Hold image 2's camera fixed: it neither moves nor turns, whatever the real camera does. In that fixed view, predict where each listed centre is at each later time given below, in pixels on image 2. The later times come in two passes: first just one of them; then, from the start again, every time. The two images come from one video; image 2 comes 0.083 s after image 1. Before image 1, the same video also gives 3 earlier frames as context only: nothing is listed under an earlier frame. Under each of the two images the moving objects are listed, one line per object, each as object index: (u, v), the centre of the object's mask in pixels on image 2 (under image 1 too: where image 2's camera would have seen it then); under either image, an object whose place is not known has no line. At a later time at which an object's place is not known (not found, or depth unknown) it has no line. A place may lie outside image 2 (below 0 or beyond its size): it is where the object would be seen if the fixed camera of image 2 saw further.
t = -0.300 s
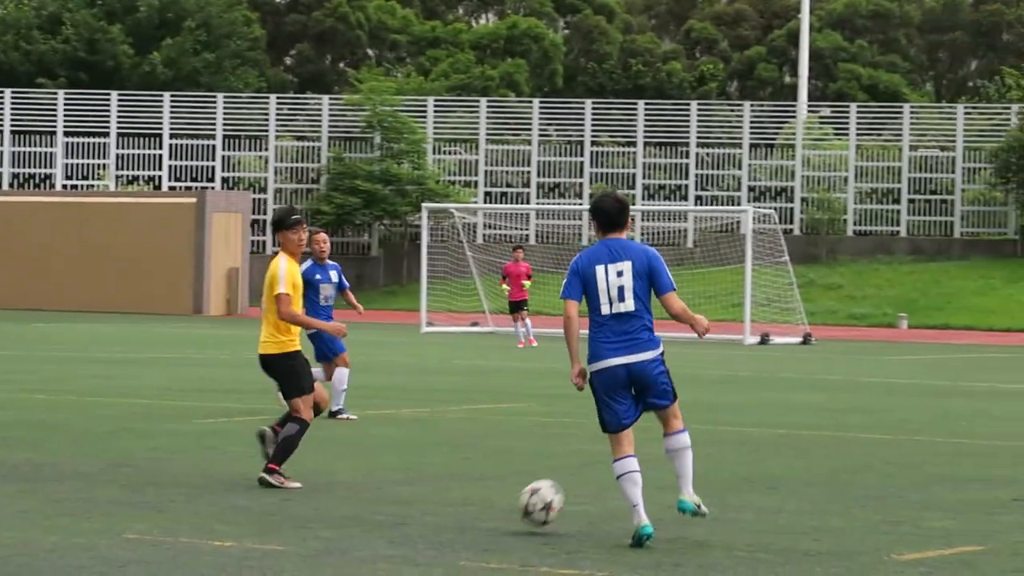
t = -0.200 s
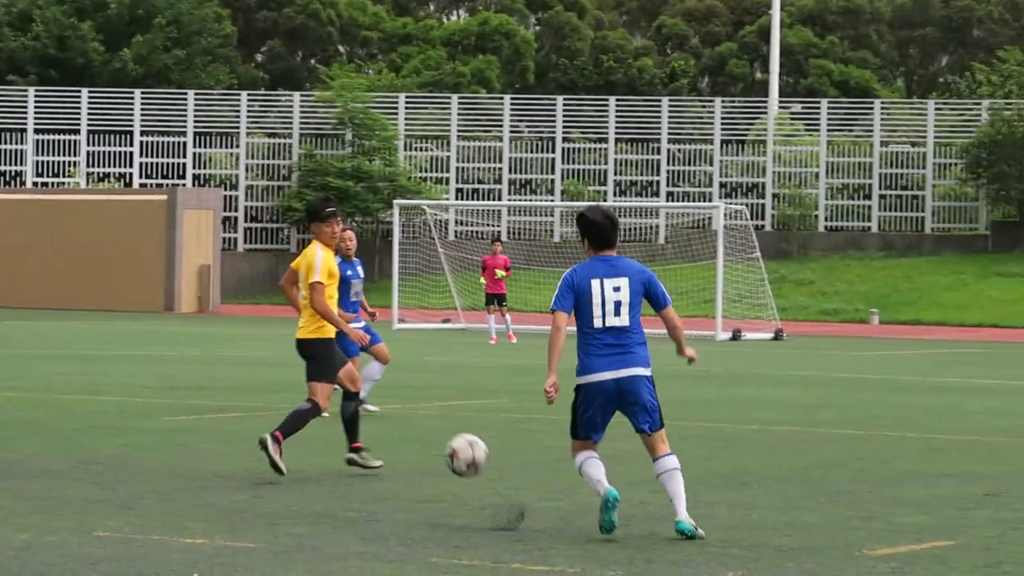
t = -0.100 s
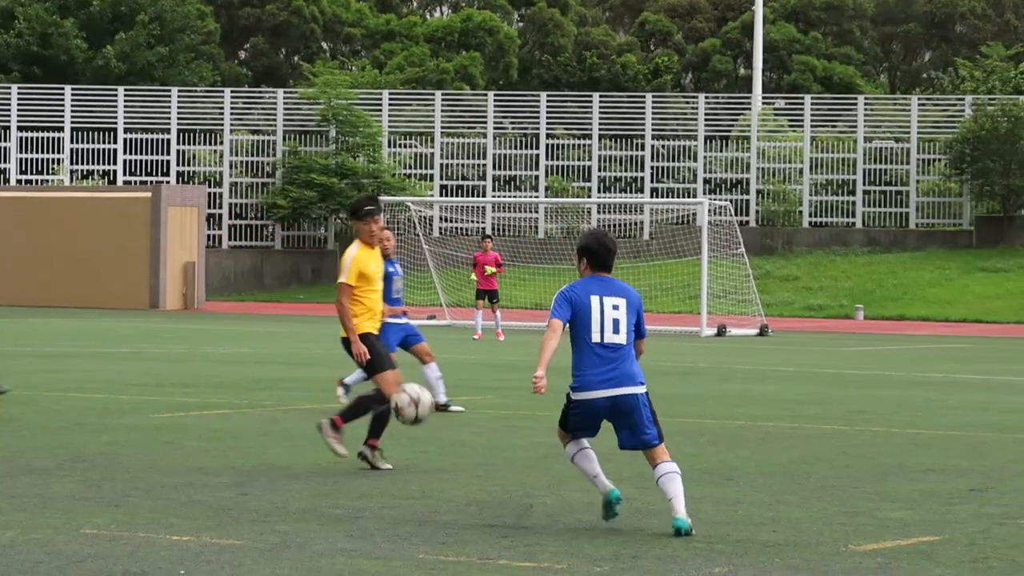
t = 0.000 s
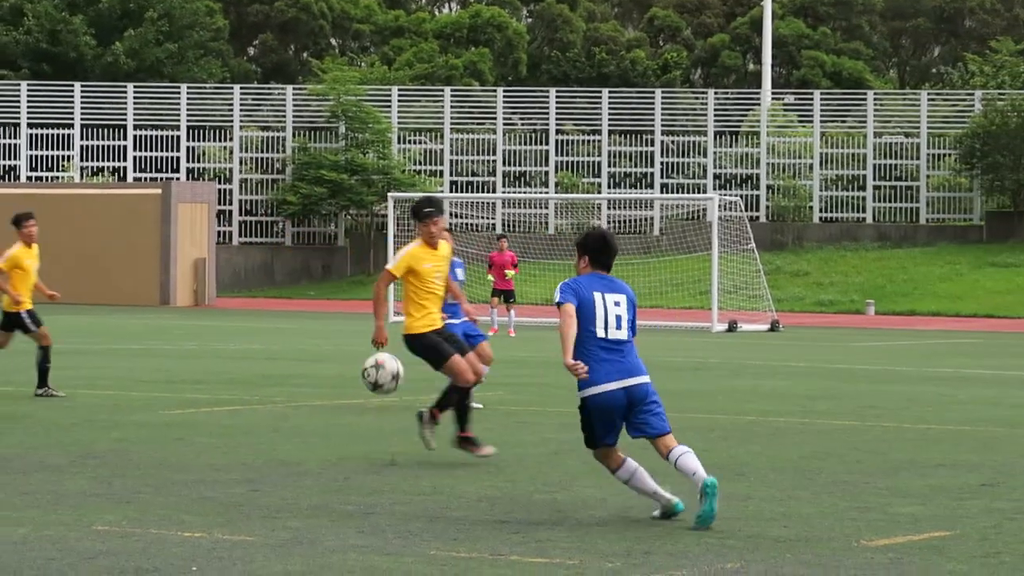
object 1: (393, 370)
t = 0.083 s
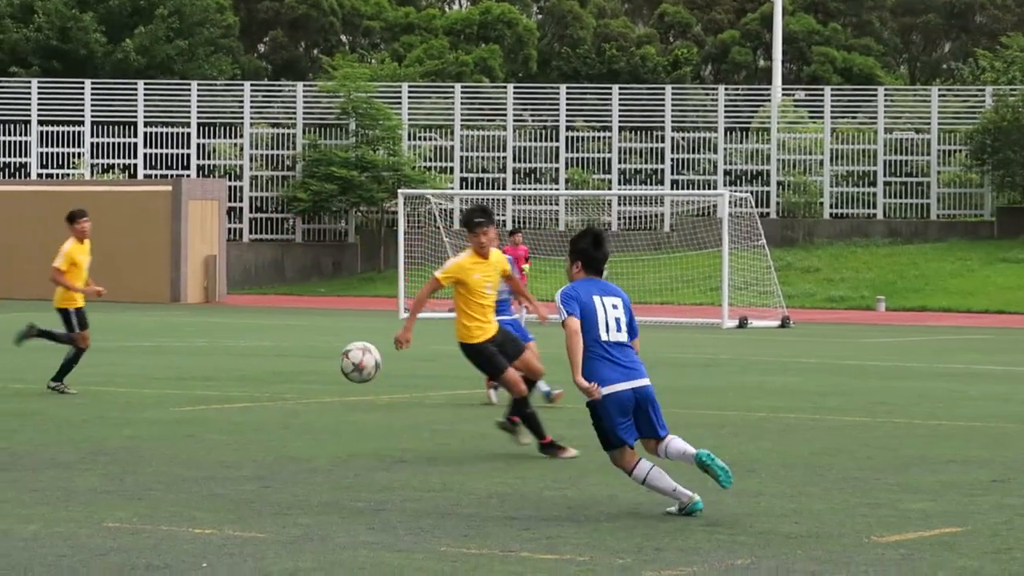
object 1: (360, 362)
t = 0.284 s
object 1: (283, 397)
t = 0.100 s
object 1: (353, 362)
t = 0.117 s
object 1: (347, 363)
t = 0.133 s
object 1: (340, 364)
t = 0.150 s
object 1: (334, 365)
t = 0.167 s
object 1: (328, 368)
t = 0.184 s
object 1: (322, 370)
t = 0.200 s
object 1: (315, 374)
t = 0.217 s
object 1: (309, 377)
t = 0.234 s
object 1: (302, 381)
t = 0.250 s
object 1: (297, 386)
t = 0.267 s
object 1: (290, 392)
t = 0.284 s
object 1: (283, 397)
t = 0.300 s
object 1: (277, 403)
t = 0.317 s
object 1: (271, 410)
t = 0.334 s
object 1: (264, 417)
